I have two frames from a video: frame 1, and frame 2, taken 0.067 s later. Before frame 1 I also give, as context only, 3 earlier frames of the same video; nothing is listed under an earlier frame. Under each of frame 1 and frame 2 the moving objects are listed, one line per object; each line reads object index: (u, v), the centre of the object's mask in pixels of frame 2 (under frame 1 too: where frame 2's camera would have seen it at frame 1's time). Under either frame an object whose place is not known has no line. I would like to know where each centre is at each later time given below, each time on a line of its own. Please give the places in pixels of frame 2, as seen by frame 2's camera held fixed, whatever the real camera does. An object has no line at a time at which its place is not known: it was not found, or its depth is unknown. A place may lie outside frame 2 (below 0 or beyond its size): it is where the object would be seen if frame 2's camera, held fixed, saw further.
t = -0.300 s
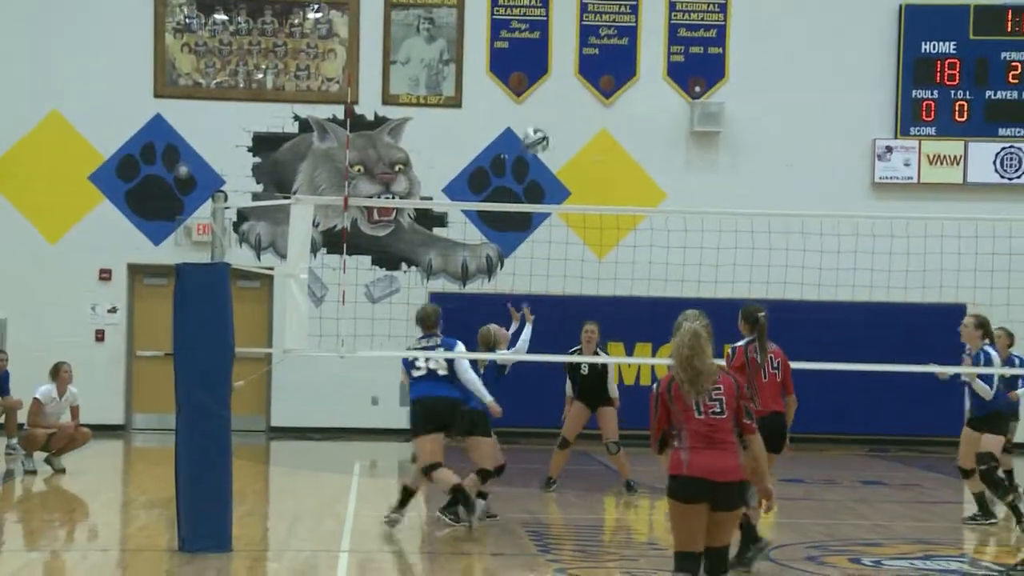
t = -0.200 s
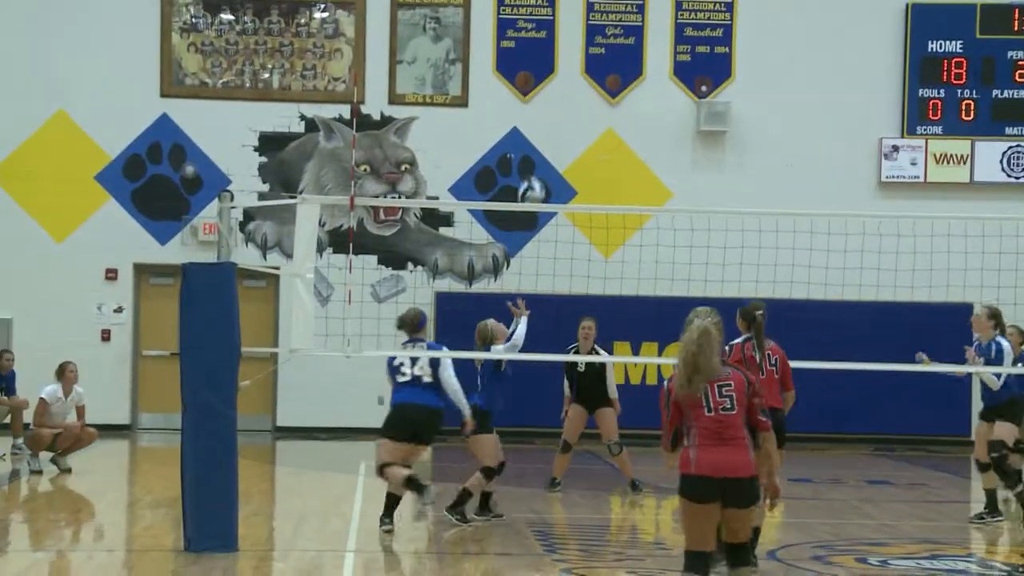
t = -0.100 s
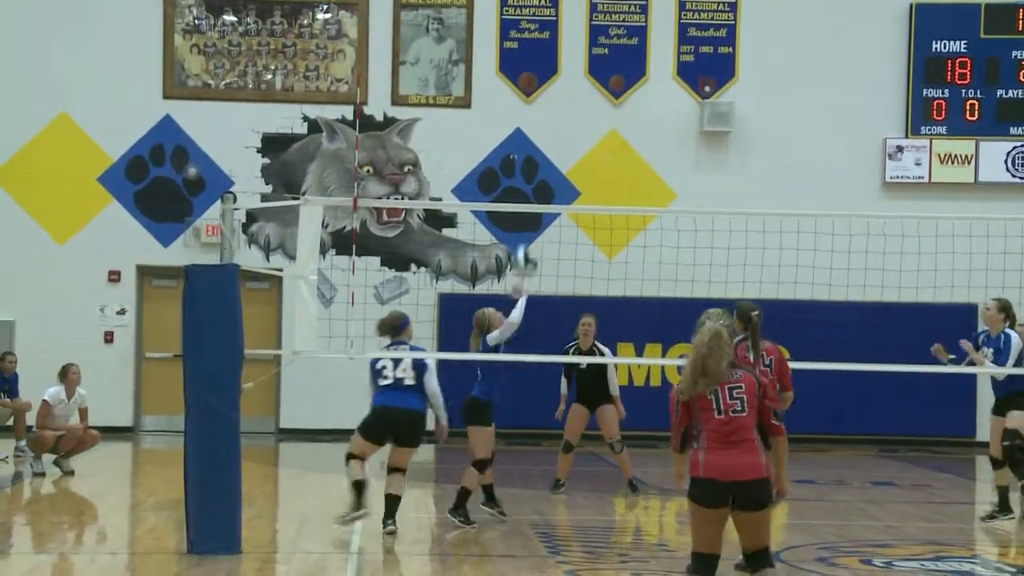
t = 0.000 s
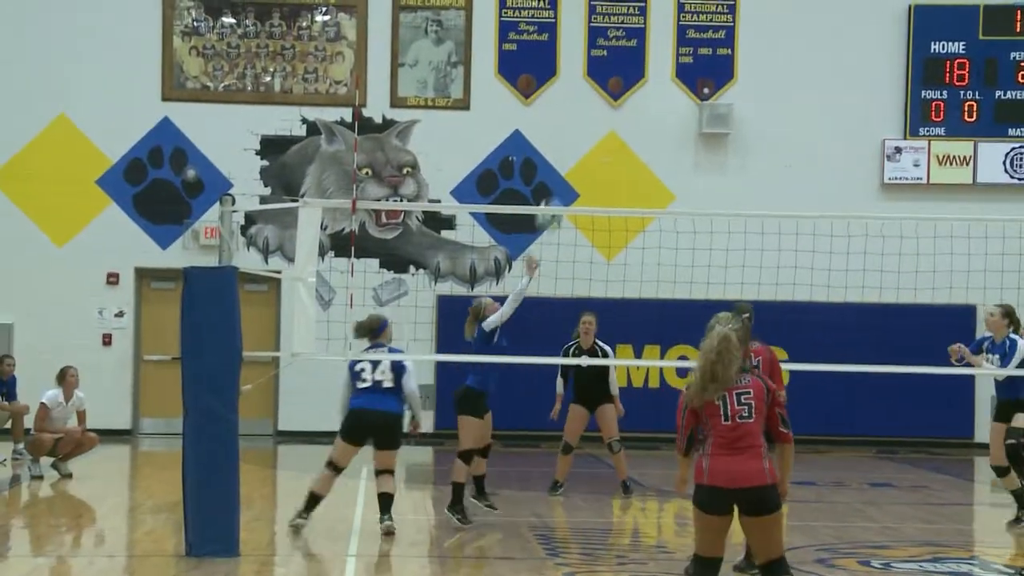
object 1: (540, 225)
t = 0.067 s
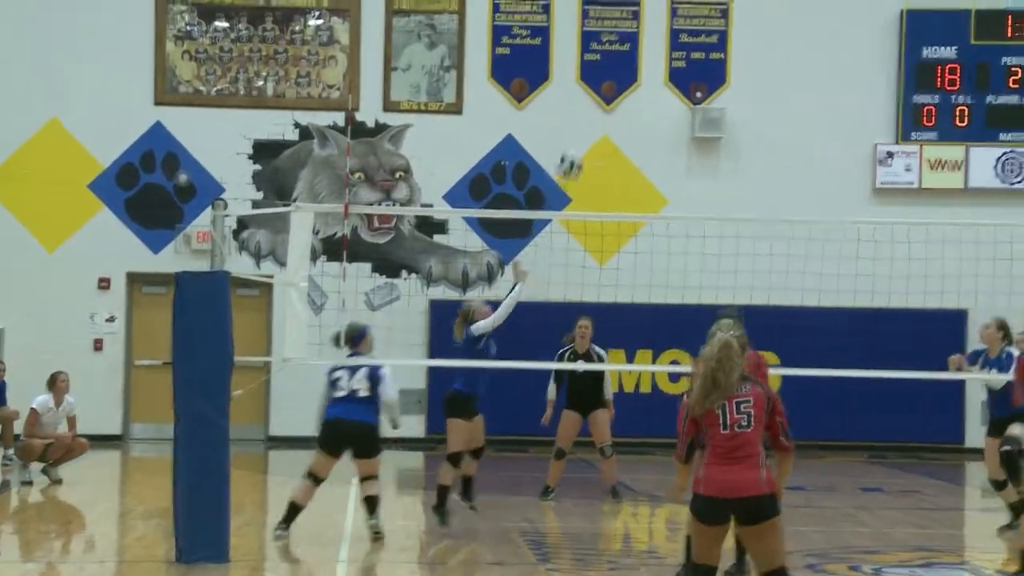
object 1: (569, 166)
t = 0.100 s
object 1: (583, 141)
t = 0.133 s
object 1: (597, 116)
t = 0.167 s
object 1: (611, 94)
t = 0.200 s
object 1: (625, 73)
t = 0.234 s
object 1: (640, 53)
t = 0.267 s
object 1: (656, 35)
